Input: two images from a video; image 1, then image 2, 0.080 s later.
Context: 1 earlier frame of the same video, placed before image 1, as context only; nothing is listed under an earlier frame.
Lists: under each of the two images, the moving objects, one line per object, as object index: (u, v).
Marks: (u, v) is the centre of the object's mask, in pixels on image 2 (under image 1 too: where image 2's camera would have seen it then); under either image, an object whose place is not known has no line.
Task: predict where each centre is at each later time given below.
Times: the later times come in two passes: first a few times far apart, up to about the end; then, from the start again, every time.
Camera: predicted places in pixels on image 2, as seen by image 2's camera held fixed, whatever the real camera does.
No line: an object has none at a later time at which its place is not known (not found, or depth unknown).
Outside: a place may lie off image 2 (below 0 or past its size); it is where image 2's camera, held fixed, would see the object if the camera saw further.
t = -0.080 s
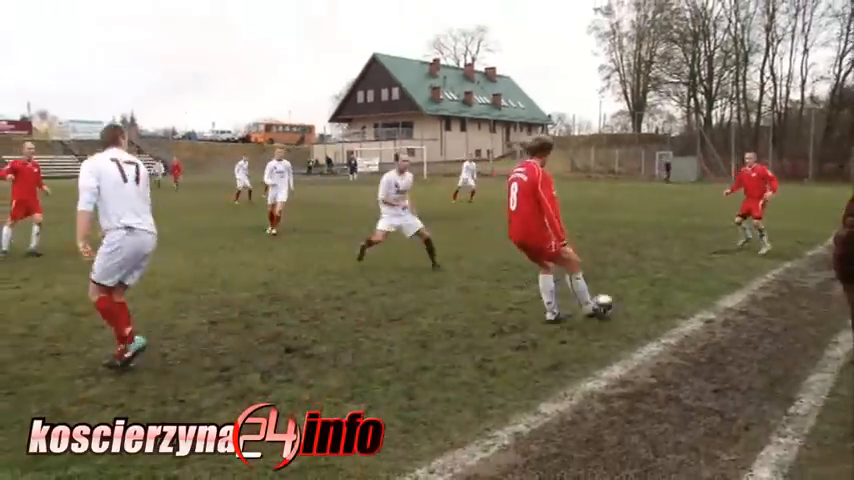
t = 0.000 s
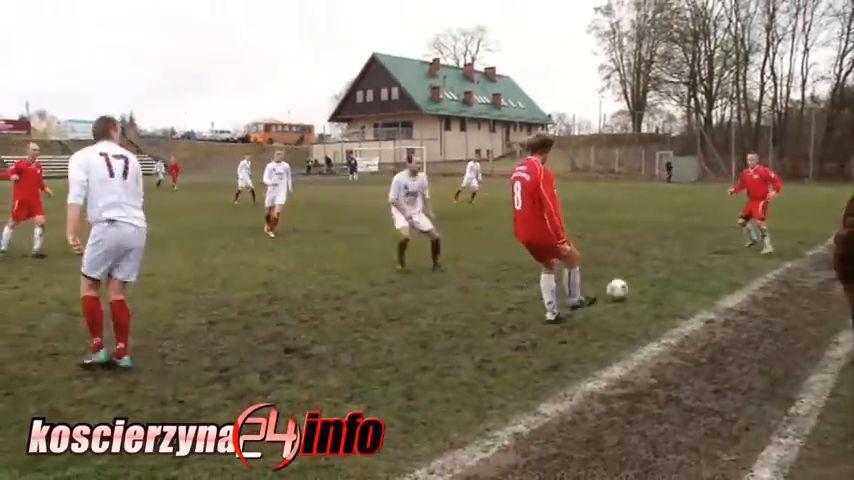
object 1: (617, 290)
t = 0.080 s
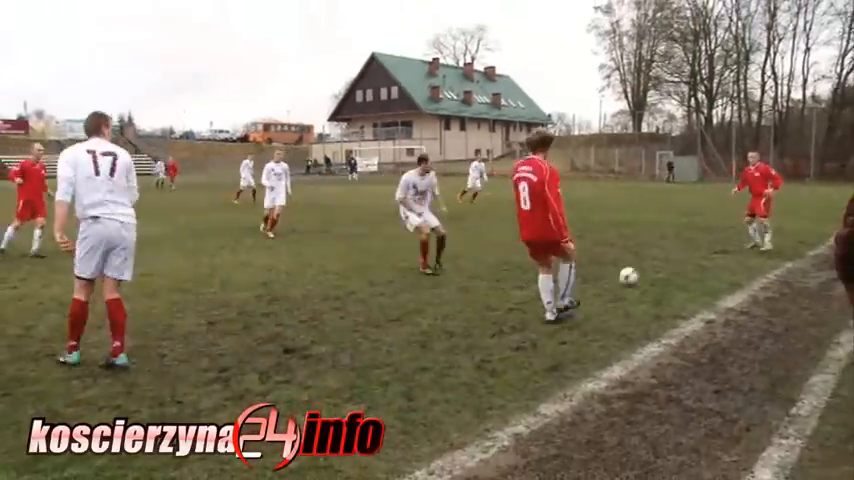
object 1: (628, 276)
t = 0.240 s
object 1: (643, 257)
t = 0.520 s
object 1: (657, 241)
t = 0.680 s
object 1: (661, 235)
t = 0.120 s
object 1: (633, 271)
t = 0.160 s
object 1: (637, 266)
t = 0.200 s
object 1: (641, 262)
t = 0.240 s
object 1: (643, 257)
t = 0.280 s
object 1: (646, 253)
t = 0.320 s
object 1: (648, 250)
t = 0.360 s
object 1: (650, 250)
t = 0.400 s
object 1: (652, 249)
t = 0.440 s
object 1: (653, 245)
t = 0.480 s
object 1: (656, 242)
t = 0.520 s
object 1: (657, 241)
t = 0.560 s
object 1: (658, 241)
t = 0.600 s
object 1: (659, 239)
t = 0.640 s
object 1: (660, 237)
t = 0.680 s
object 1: (661, 235)
